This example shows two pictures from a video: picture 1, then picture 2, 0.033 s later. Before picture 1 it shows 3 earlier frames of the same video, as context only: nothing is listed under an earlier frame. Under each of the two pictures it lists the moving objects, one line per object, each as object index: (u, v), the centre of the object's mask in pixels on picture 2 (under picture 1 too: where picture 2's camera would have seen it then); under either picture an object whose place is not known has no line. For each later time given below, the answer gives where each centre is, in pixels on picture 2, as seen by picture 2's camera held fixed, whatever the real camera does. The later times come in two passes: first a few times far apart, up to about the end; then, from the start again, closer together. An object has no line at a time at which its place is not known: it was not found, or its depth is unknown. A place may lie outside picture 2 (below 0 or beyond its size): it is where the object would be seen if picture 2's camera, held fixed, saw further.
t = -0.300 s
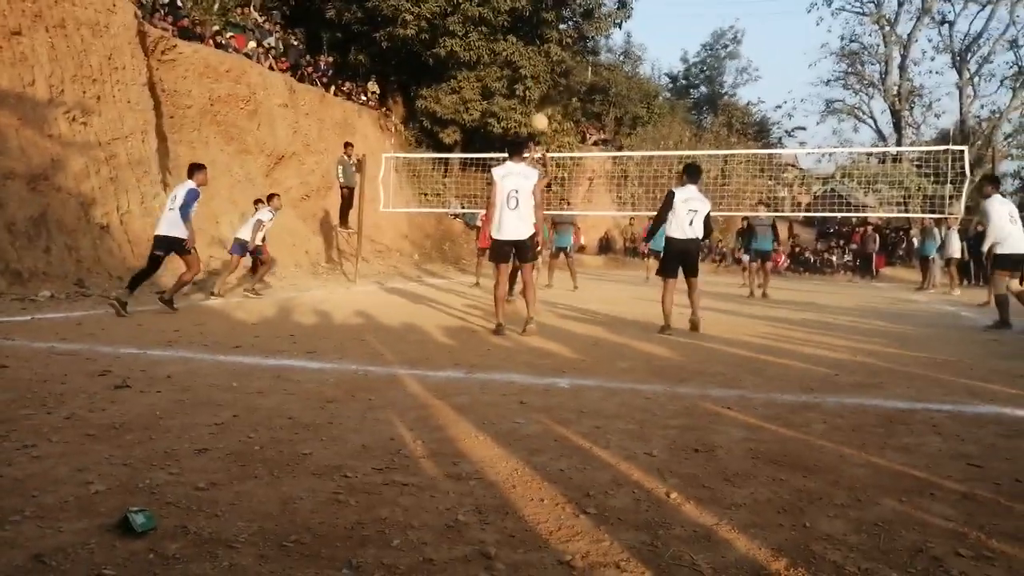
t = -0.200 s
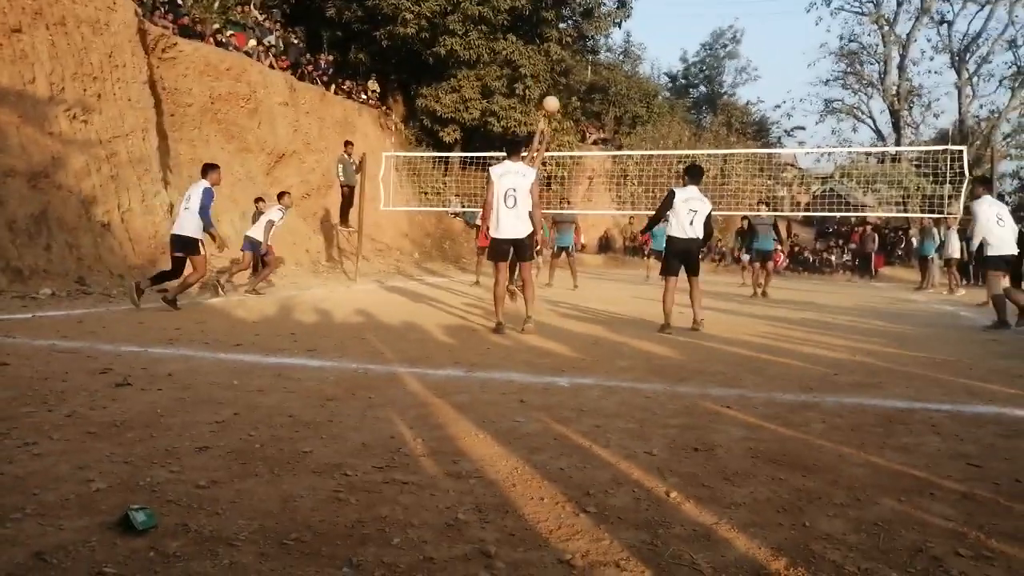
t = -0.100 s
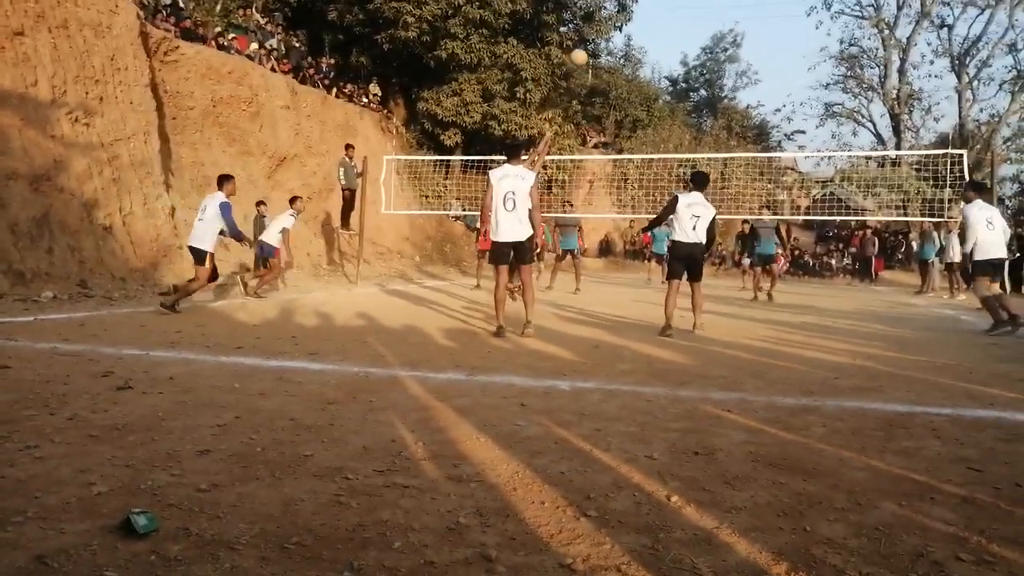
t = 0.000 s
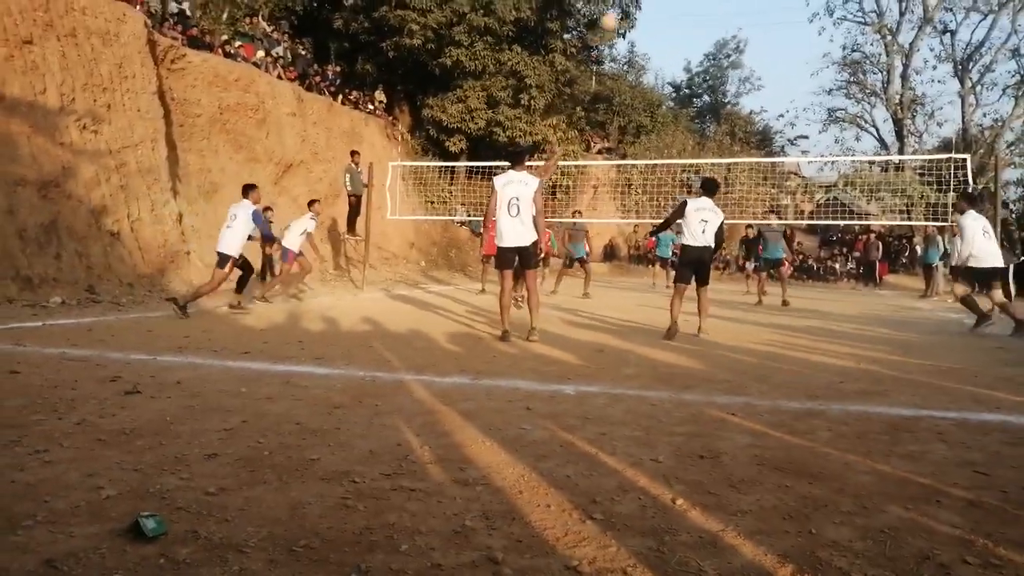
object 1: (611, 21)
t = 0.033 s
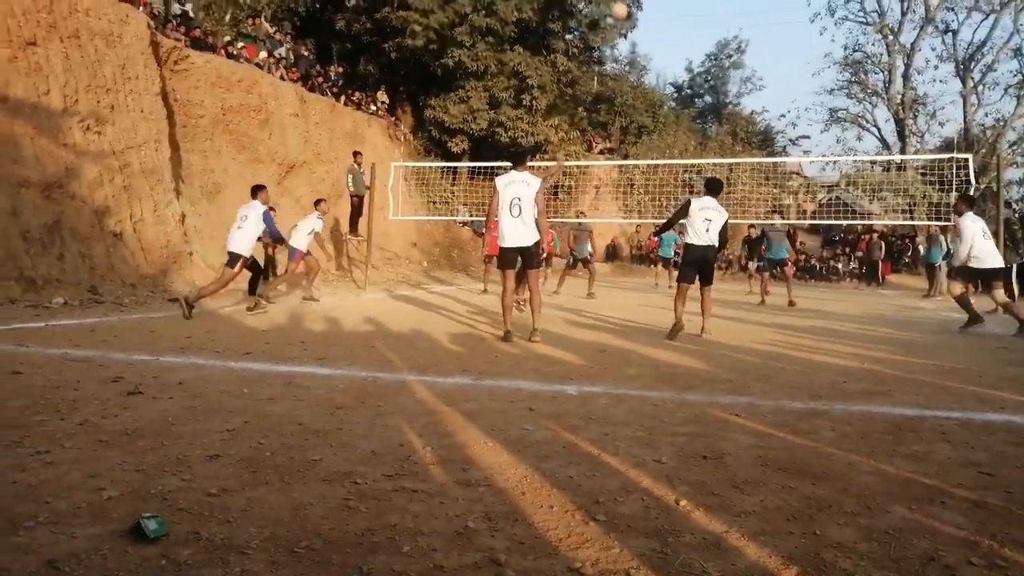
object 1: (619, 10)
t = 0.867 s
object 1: (803, 5)
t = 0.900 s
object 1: (811, 14)
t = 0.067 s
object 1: (628, 3)
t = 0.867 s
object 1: (803, 5)
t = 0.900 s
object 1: (811, 14)
